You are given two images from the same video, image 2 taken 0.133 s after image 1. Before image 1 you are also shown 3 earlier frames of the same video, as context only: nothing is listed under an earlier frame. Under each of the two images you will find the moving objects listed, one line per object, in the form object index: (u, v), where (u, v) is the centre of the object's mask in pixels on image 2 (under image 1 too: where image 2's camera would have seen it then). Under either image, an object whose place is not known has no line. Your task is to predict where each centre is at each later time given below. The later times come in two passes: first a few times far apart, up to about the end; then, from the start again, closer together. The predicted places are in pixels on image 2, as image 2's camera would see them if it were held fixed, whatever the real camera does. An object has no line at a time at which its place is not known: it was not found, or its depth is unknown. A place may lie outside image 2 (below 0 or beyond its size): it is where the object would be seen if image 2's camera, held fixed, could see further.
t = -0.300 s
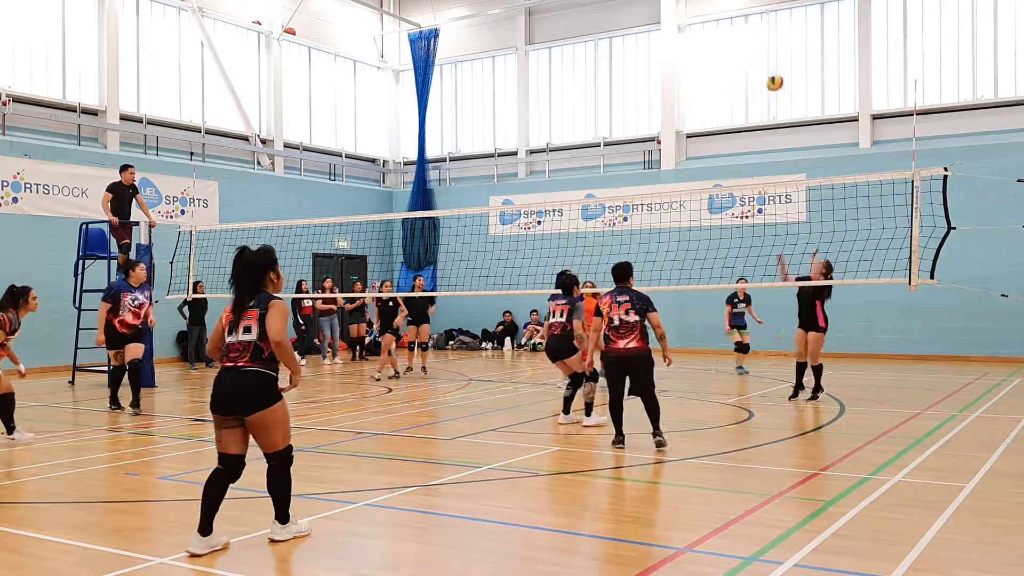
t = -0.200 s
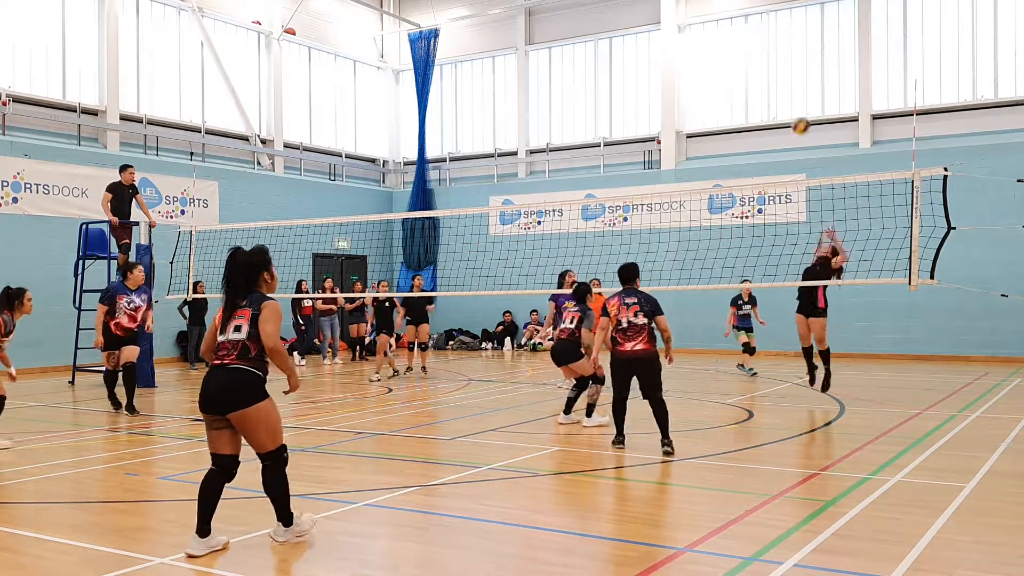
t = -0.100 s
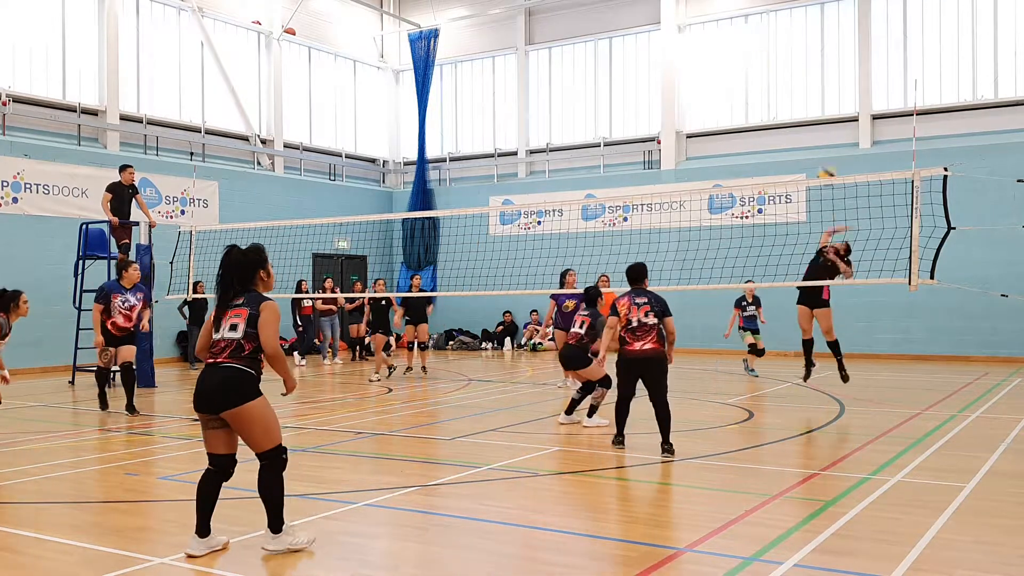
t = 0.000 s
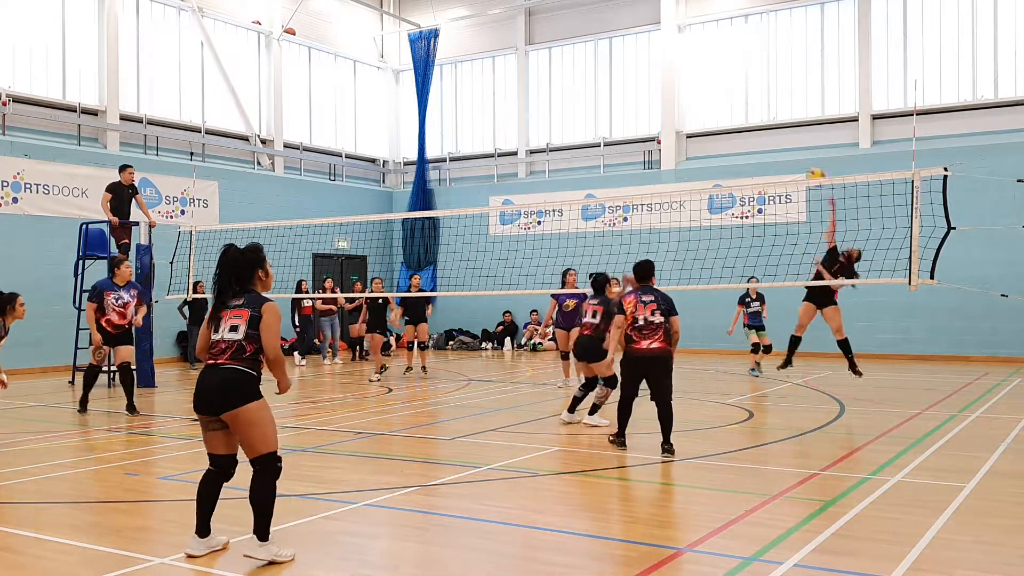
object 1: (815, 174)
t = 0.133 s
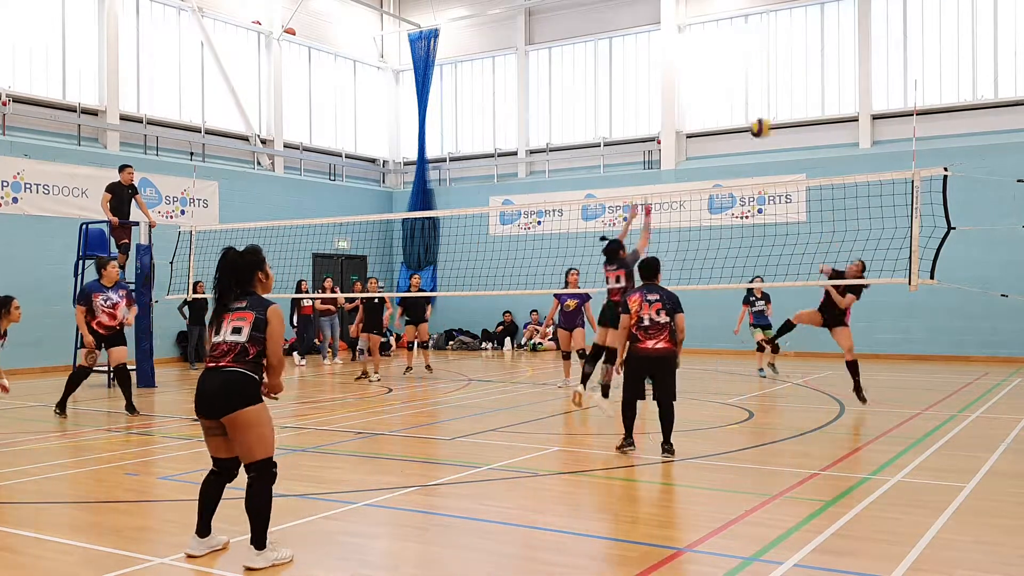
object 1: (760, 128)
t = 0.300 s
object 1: (676, 84)
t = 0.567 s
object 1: (496, 70)
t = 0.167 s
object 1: (744, 117)
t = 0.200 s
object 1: (728, 107)
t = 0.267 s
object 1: (693, 91)
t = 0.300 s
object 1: (676, 84)
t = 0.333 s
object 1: (657, 77)
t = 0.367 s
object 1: (637, 72)
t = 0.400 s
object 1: (616, 69)
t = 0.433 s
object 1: (595, 66)
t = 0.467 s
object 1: (572, 65)
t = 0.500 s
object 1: (548, 65)
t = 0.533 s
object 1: (522, 67)
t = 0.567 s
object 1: (496, 70)
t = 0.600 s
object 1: (468, 75)
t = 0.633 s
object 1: (436, 83)
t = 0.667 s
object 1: (409, 92)
